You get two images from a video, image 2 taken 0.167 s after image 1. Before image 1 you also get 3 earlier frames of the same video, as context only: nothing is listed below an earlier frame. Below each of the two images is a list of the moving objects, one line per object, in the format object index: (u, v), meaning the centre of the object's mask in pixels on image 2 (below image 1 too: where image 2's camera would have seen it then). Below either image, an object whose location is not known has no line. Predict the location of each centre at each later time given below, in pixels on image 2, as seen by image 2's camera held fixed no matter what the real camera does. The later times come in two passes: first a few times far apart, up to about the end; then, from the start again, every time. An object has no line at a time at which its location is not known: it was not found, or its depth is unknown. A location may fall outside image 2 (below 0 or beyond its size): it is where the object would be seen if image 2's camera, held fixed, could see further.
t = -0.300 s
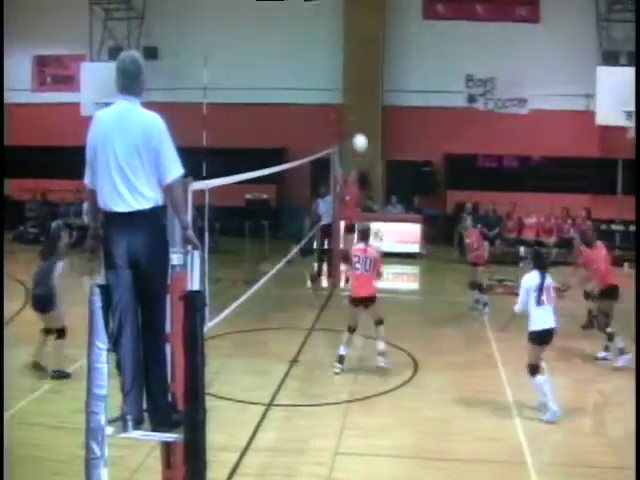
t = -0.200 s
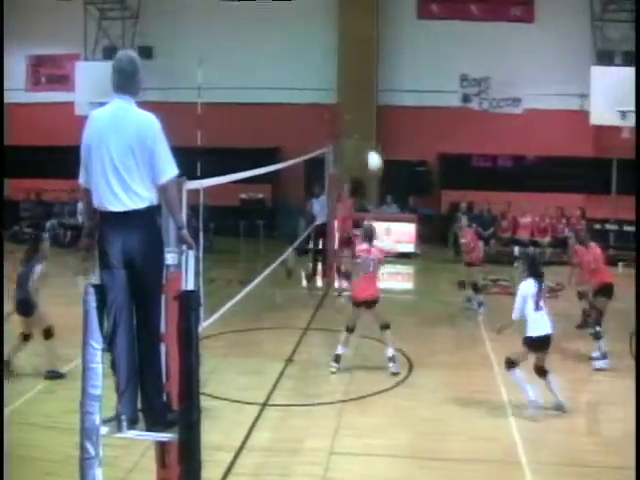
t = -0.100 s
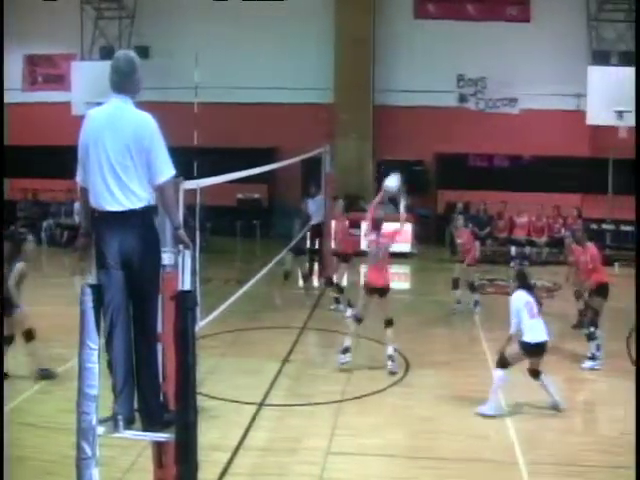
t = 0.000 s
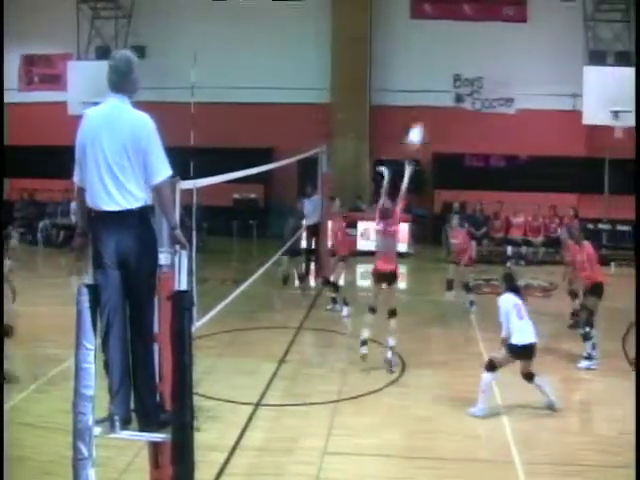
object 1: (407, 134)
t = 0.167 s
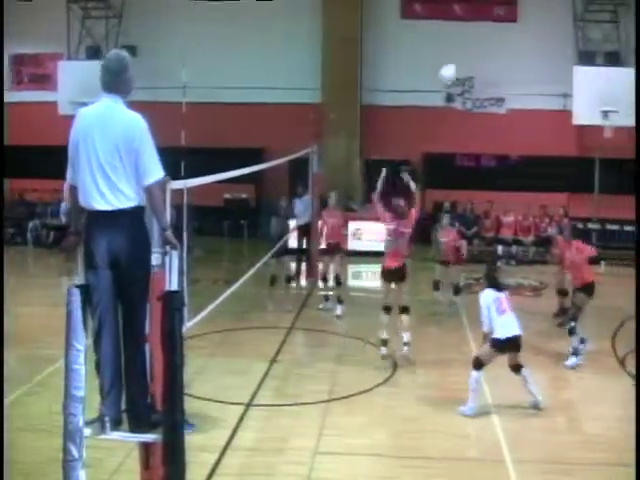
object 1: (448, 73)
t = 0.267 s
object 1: (471, 49)
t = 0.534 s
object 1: (528, 29)
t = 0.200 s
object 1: (457, 63)
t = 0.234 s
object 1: (463, 55)
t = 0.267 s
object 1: (471, 49)
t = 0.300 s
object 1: (479, 43)
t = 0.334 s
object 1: (485, 38)
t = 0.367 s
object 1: (493, 33)
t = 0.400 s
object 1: (501, 30)
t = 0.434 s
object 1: (508, 29)
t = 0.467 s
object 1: (515, 29)
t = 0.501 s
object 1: (521, 29)
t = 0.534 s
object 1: (528, 29)
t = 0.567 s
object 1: (532, 31)
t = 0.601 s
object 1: (538, 32)
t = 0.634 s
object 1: (546, 37)
